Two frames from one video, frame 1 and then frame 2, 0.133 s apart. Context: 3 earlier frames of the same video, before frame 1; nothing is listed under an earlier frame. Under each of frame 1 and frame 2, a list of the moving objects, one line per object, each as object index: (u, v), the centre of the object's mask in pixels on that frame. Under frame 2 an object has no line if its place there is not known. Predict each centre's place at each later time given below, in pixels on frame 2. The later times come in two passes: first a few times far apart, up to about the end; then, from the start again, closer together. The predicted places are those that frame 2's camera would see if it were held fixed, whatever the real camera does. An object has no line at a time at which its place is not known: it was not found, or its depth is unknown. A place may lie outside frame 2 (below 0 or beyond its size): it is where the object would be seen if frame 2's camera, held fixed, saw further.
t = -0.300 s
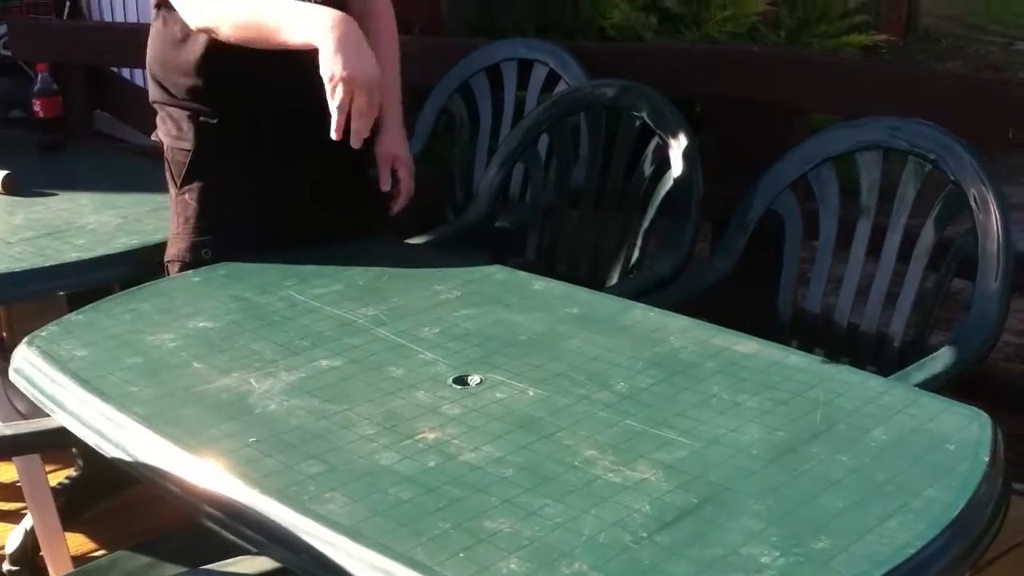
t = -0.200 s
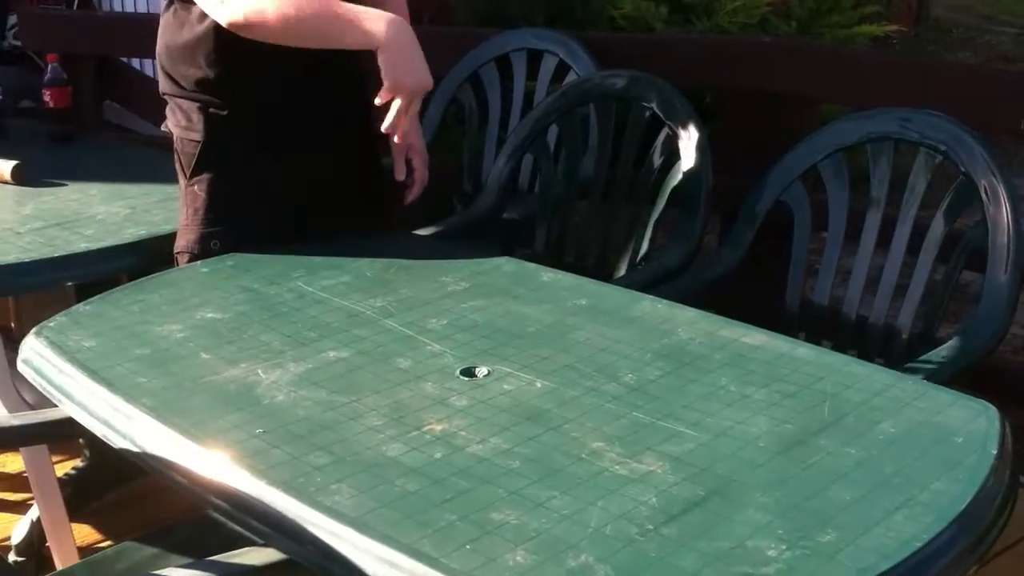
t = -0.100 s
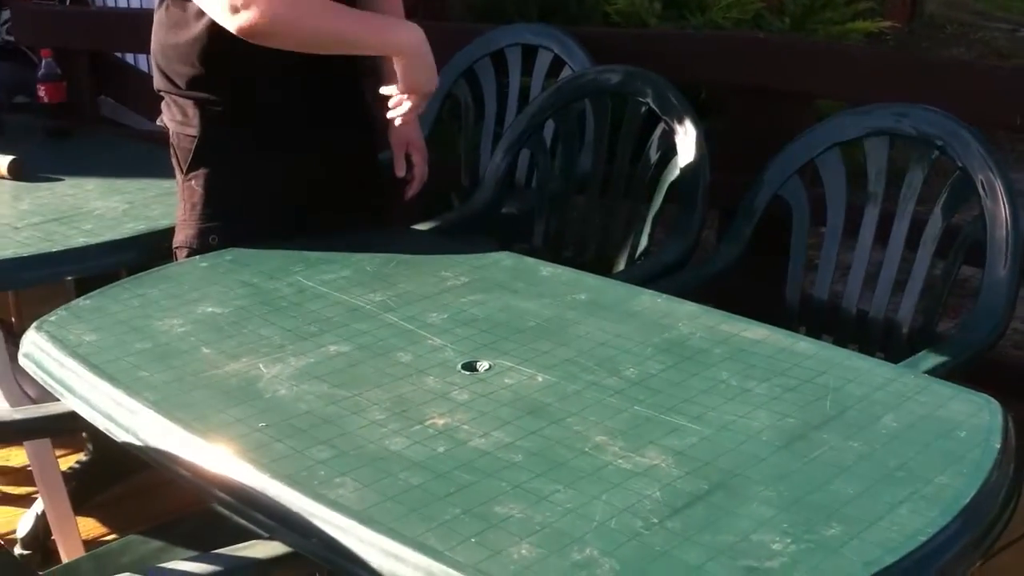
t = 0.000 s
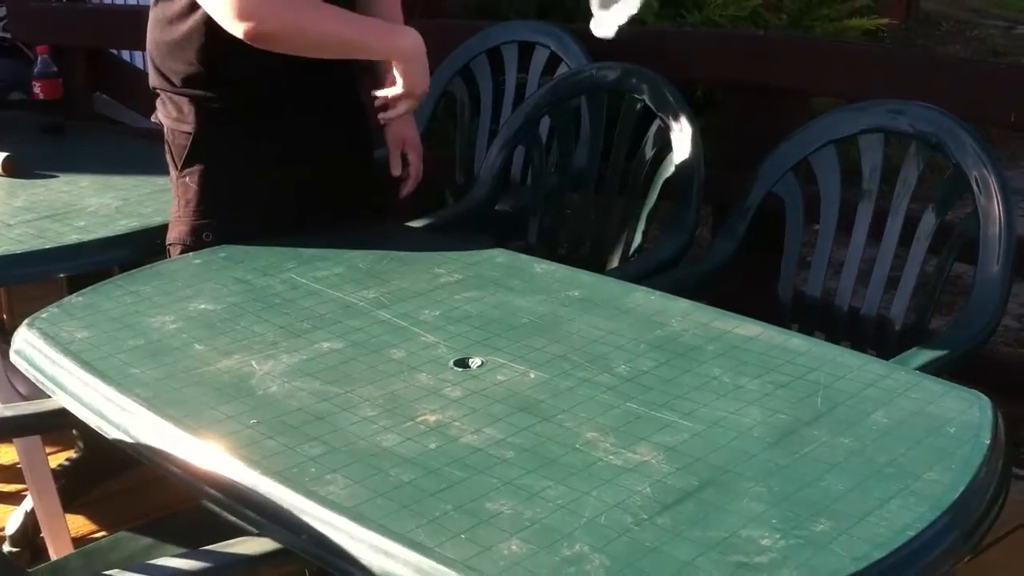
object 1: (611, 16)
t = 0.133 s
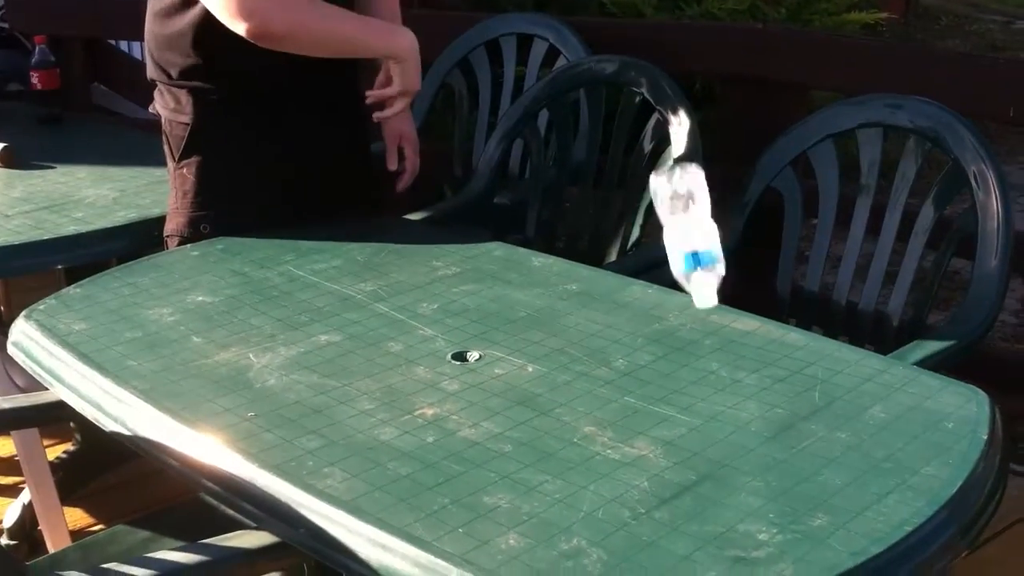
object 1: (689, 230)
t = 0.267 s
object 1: (718, 436)
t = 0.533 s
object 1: (754, 479)
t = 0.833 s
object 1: (751, 521)
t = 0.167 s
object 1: (704, 314)
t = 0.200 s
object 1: (709, 382)
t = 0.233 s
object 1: (716, 434)
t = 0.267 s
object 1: (718, 436)
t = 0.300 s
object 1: (731, 432)
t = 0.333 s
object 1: (742, 435)
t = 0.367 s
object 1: (749, 446)
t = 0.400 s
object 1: (753, 461)
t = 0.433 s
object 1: (754, 466)
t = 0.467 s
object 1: (755, 471)
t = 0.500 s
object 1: (754, 476)
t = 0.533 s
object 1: (754, 479)
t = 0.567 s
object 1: (754, 482)
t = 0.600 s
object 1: (754, 486)
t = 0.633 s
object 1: (753, 491)
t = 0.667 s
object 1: (752, 496)
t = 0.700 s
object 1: (752, 502)
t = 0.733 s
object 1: (752, 507)
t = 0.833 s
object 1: (751, 521)
